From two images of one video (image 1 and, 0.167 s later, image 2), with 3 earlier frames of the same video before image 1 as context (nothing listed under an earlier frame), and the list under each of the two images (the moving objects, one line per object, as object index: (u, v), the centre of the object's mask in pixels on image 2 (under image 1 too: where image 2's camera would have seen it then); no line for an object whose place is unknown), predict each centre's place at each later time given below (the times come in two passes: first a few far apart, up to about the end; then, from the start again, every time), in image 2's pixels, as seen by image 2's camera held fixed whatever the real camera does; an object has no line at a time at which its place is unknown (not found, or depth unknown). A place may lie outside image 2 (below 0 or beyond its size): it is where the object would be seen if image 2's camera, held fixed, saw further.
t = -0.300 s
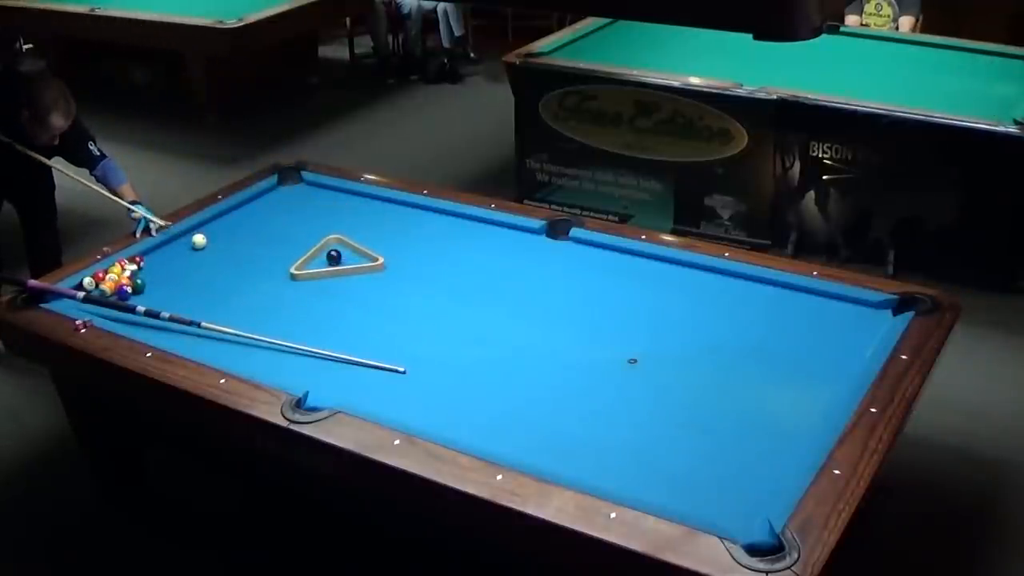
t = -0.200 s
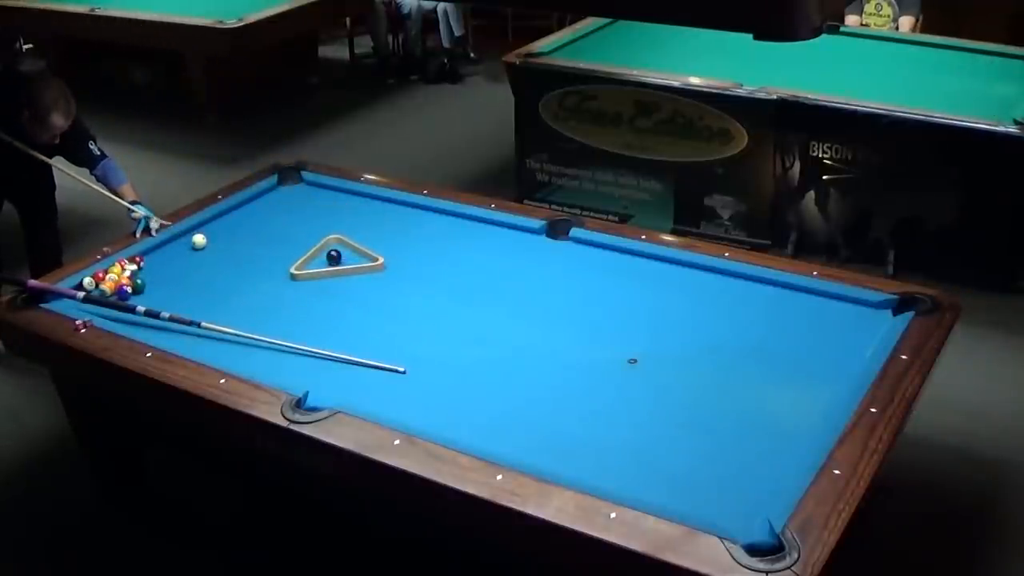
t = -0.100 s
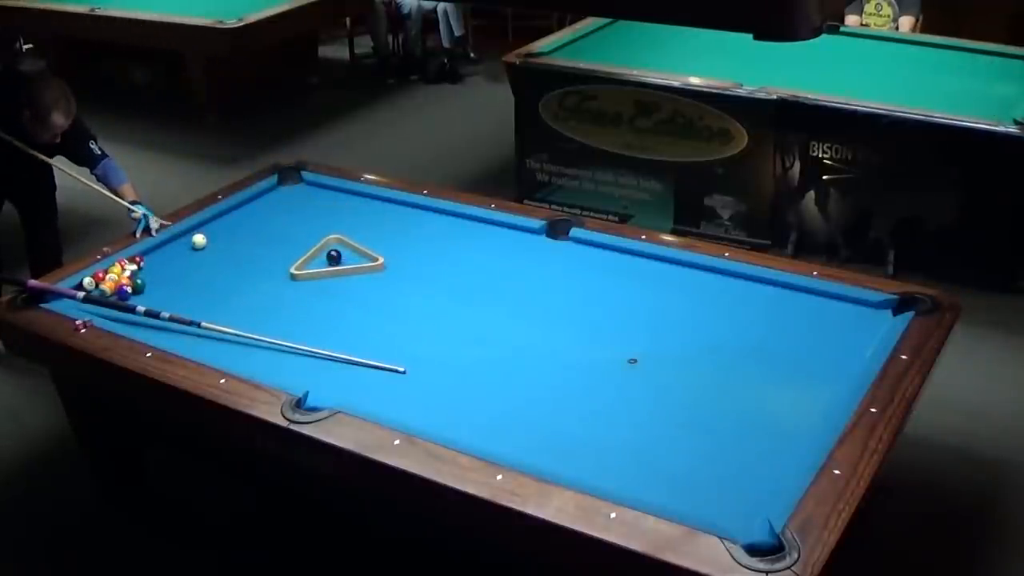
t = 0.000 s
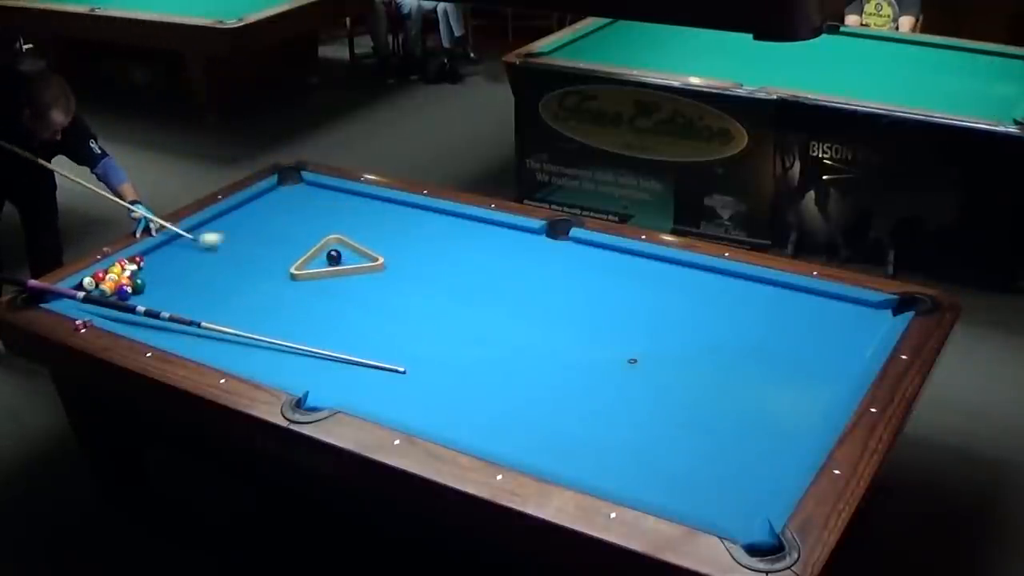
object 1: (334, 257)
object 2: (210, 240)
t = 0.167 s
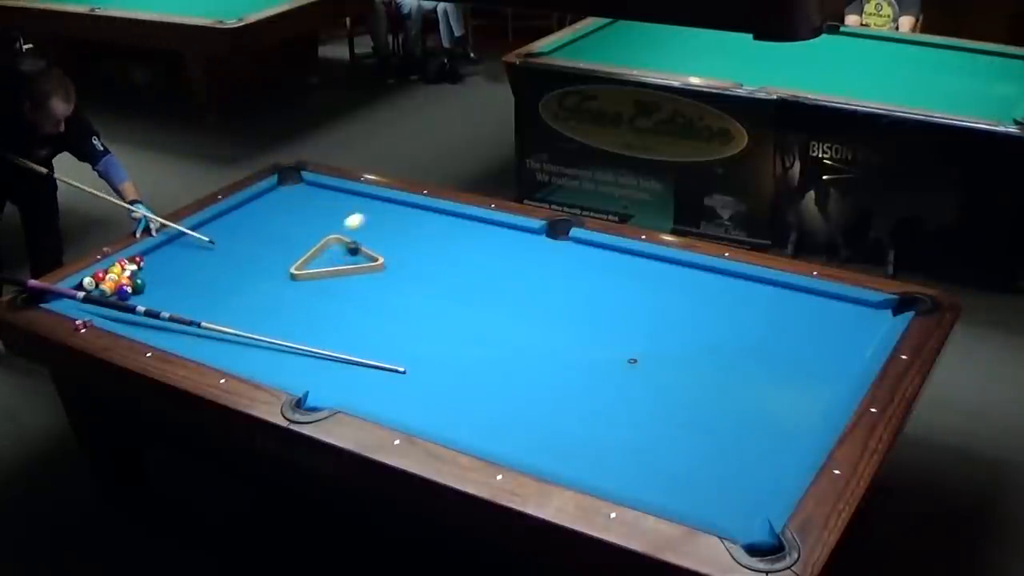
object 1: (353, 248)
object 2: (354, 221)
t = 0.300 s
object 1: (405, 261)
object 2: (437, 197)
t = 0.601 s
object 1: (518, 278)
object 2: (647, 278)
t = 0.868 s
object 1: (622, 290)
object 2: (816, 310)
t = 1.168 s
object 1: (744, 303)
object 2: (817, 289)
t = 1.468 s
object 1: (866, 316)
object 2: (734, 277)
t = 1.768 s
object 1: (864, 311)
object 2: (663, 262)
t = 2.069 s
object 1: (840, 318)
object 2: (599, 247)
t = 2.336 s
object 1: (822, 323)
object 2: (546, 236)
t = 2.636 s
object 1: (801, 329)
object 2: (491, 225)
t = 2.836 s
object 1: (789, 332)
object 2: (458, 218)
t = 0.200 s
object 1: (365, 247)
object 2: (374, 211)
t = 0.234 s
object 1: (378, 248)
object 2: (394, 204)
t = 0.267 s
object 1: (391, 252)
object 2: (415, 199)
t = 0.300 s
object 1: (405, 261)
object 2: (437, 197)
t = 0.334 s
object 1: (418, 265)
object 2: (460, 199)
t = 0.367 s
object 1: (429, 264)
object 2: (483, 204)
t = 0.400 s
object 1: (442, 265)
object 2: (507, 211)
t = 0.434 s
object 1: (454, 271)
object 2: (531, 224)
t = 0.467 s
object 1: (466, 271)
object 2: (554, 236)
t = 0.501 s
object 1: (479, 273)
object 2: (578, 254)
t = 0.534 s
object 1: (492, 275)
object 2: (603, 275)
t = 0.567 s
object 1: (505, 276)
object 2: (626, 287)
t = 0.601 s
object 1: (518, 278)
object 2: (647, 278)
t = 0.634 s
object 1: (530, 280)
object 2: (668, 273)
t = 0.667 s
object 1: (543, 281)
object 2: (689, 271)
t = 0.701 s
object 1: (556, 282)
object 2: (711, 272)
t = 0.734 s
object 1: (569, 284)
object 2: (732, 276)
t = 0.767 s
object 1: (582, 285)
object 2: (753, 283)
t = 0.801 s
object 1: (596, 287)
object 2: (775, 293)
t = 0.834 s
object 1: (609, 288)
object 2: (796, 309)
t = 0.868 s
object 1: (622, 290)
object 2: (816, 310)
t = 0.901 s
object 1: (636, 291)
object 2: (836, 308)
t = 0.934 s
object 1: (648, 293)
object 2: (855, 308)
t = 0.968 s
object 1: (662, 294)
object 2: (874, 314)
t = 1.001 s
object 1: (676, 295)
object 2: (879, 312)
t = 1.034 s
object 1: (689, 297)
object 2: (866, 300)
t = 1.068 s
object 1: (702, 299)
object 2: (854, 293)
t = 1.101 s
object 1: (716, 300)
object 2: (842, 289)
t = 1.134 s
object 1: (729, 302)
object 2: (829, 287)
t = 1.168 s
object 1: (744, 303)
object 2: (817, 289)
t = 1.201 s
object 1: (757, 304)
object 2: (805, 294)
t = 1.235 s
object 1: (770, 306)
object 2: (796, 286)
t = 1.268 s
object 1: (783, 307)
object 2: (786, 282)
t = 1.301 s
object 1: (798, 309)
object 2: (777, 280)
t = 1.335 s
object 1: (811, 310)
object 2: (767, 281)
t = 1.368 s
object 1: (825, 312)
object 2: (758, 282)
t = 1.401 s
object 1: (839, 314)
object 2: (750, 279)
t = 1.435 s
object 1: (853, 315)
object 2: (742, 278)
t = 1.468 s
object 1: (866, 316)
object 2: (734, 277)
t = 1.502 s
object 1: (880, 318)
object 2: (726, 275)
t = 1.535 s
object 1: (885, 316)
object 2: (718, 274)
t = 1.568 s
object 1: (880, 313)
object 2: (710, 272)
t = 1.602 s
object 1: (877, 311)
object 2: (702, 270)
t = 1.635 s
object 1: (874, 309)
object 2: (694, 268)
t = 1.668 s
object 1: (870, 310)
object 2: (686, 267)
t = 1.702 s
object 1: (869, 311)
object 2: (679, 265)
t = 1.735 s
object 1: (866, 311)
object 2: (671, 263)
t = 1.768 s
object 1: (864, 311)
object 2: (663, 262)
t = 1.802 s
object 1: (860, 312)
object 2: (656, 260)
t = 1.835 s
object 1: (857, 313)
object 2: (649, 258)
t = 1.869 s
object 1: (855, 314)
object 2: (641, 257)
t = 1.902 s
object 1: (853, 314)
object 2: (634, 255)
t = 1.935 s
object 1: (850, 315)
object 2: (627, 253)
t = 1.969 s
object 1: (848, 316)
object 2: (619, 252)
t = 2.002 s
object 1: (845, 316)
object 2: (613, 251)
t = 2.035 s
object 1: (843, 317)
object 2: (606, 249)
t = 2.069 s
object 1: (840, 318)
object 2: (599, 247)
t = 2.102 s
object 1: (838, 319)
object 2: (592, 246)
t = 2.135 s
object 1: (835, 319)
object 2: (585, 244)
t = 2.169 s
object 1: (833, 320)
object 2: (579, 242)
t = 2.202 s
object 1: (831, 320)
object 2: (572, 241)
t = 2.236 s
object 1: (828, 321)
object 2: (566, 240)
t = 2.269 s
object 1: (826, 322)
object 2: (559, 238)
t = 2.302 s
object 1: (824, 322)
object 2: (552, 237)
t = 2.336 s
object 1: (822, 323)
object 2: (546, 236)
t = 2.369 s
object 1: (819, 324)
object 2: (540, 234)
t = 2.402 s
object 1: (817, 325)
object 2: (534, 233)
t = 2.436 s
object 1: (814, 325)
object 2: (527, 232)
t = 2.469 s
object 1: (812, 326)
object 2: (521, 231)
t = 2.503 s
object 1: (810, 326)
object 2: (515, 230)
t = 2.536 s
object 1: (807, 327)
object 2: (509, 228)
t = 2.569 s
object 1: (805, 327)
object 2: (503, 227)
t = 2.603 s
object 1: (803, 328)
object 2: (497, 226)
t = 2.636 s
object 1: (801, 329)
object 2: (491, 225)
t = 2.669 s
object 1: (799, 329)
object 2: (486, 224)
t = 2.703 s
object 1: (797, 329)
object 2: (480, 222)
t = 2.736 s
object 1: (795, 330)
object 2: (474, 221)
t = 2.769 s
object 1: (792, 331)
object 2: (469, 220)
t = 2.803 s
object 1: (790, 331)
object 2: (463, 219)
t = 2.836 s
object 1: (789, 332)
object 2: (458, 218)
